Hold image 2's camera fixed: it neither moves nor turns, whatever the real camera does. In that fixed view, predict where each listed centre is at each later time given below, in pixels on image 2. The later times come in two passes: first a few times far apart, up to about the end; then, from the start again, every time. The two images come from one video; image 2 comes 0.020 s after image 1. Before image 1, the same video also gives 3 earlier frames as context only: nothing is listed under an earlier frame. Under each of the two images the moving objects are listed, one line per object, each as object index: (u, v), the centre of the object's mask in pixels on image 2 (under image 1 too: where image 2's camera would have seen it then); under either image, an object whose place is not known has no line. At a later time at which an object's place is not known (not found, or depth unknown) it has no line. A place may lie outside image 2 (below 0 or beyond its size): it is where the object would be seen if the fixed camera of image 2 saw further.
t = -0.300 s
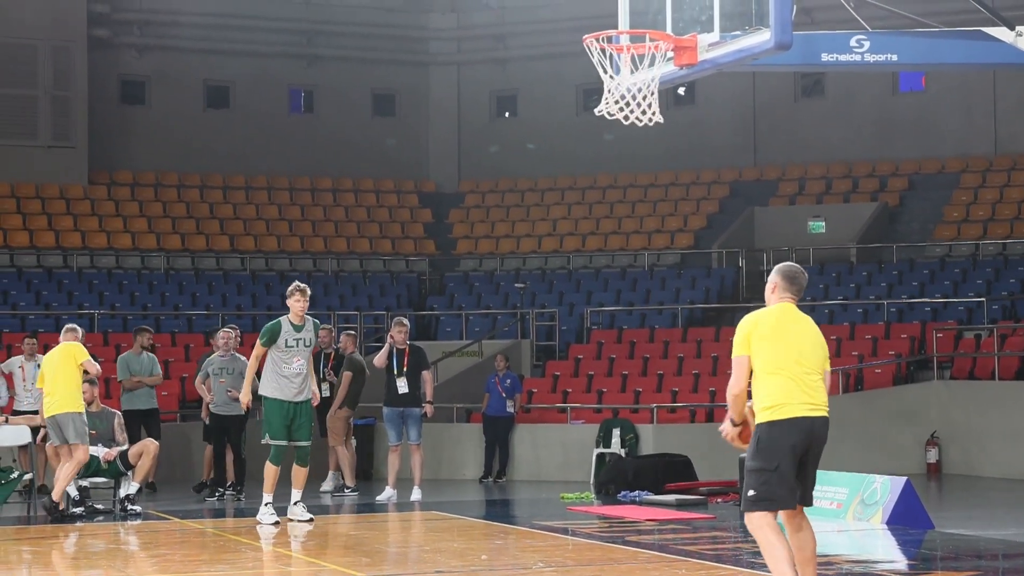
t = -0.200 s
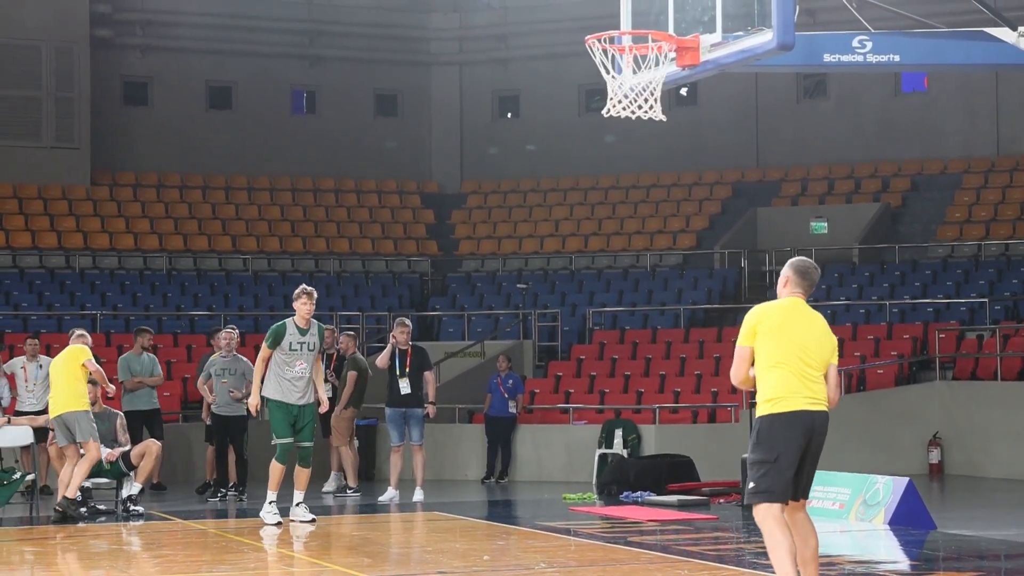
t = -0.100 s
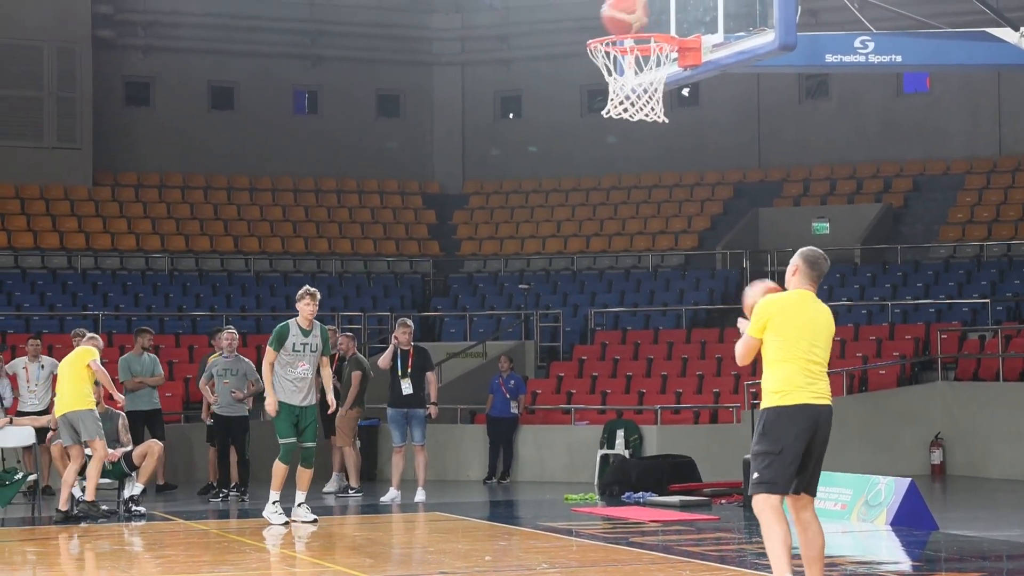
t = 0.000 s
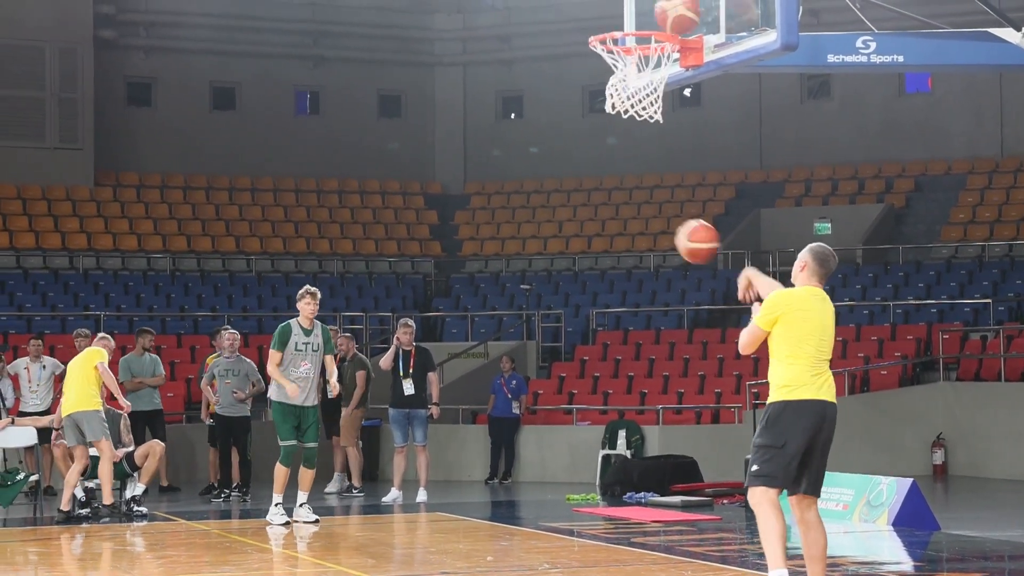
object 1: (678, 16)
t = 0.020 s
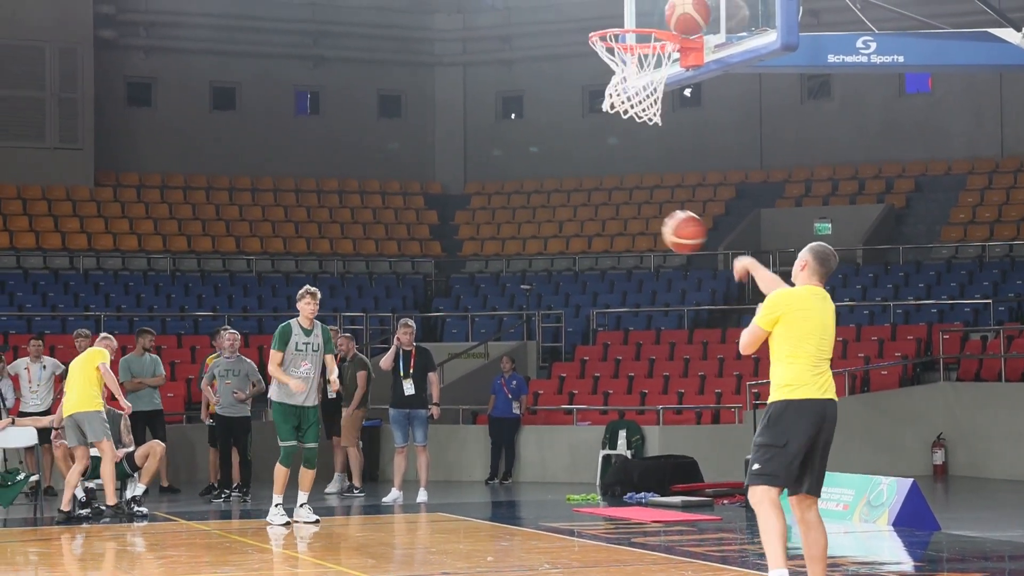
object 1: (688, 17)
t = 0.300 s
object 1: (558, 25)
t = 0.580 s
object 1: (439, 159)
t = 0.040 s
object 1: (679, 15)
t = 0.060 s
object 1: (669, 14)
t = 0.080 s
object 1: (659, 13)
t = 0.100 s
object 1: (651, 12)
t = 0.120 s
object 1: (640, 12)
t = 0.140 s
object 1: (631, 12)
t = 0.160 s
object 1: (620, 12)
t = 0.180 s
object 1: (610, 13)
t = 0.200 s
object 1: (600, 15)
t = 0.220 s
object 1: (592, 17)
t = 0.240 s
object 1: (583, 18)
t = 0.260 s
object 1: (575, 19)
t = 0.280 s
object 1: (566, 21)
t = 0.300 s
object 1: (558, 25)
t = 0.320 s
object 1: (550, 30)
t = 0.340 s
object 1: (541, 35)
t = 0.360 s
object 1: (533, 41)
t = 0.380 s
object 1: (524, 48)
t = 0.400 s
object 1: (516, 55)
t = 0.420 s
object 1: (508, 64)
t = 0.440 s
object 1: (499, 74)
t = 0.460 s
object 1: (490, 83)
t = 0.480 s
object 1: (482, 94)
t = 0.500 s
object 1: (473, 105)
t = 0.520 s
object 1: (465, 117)
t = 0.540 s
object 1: (456, 130)
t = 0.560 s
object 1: (448, 144)
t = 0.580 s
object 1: (439, 159)
